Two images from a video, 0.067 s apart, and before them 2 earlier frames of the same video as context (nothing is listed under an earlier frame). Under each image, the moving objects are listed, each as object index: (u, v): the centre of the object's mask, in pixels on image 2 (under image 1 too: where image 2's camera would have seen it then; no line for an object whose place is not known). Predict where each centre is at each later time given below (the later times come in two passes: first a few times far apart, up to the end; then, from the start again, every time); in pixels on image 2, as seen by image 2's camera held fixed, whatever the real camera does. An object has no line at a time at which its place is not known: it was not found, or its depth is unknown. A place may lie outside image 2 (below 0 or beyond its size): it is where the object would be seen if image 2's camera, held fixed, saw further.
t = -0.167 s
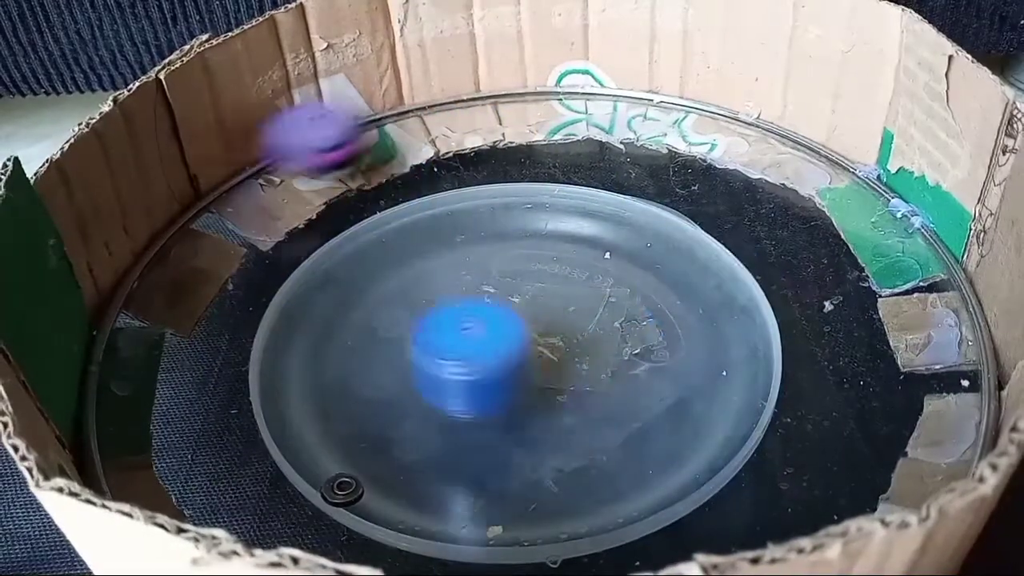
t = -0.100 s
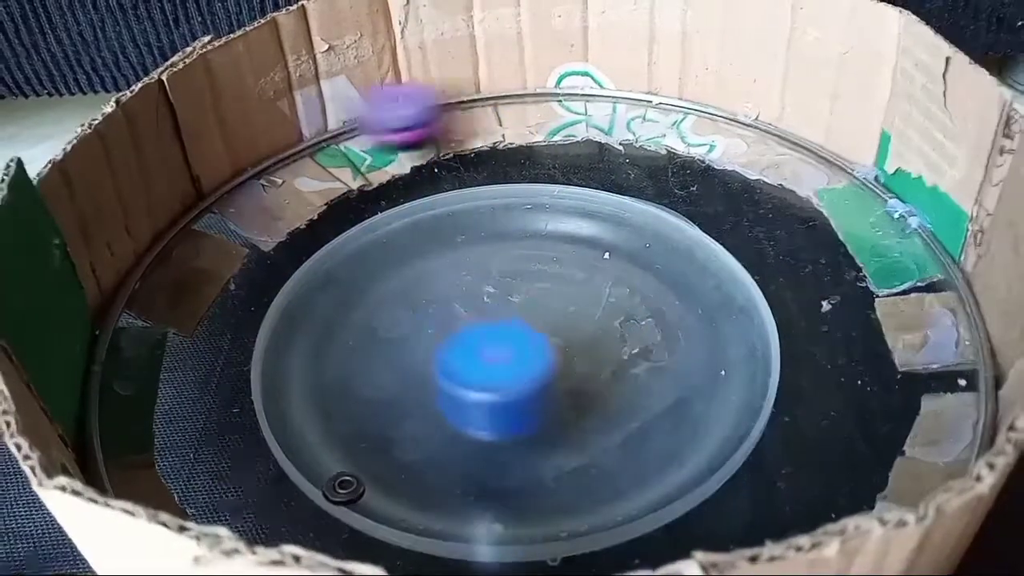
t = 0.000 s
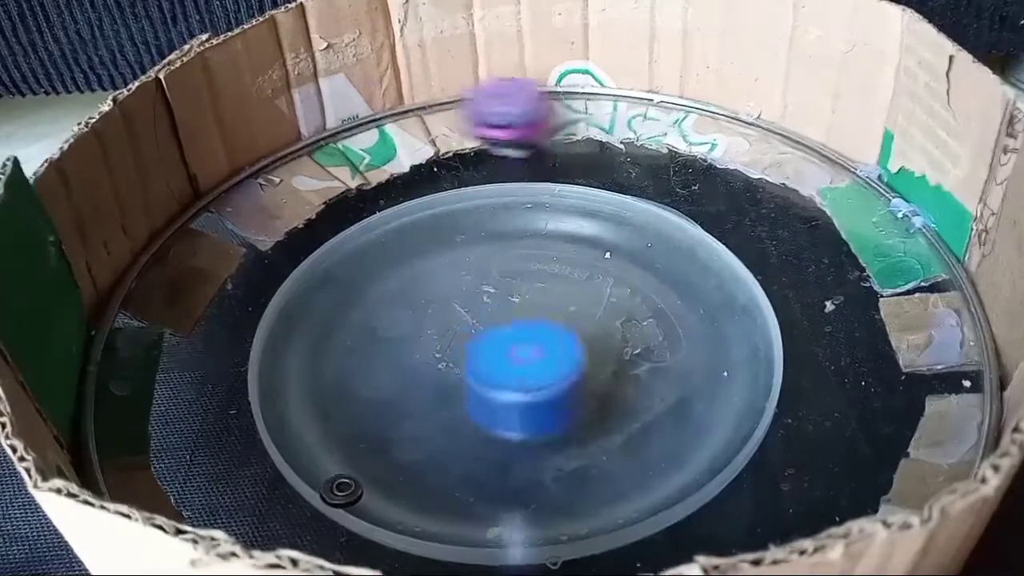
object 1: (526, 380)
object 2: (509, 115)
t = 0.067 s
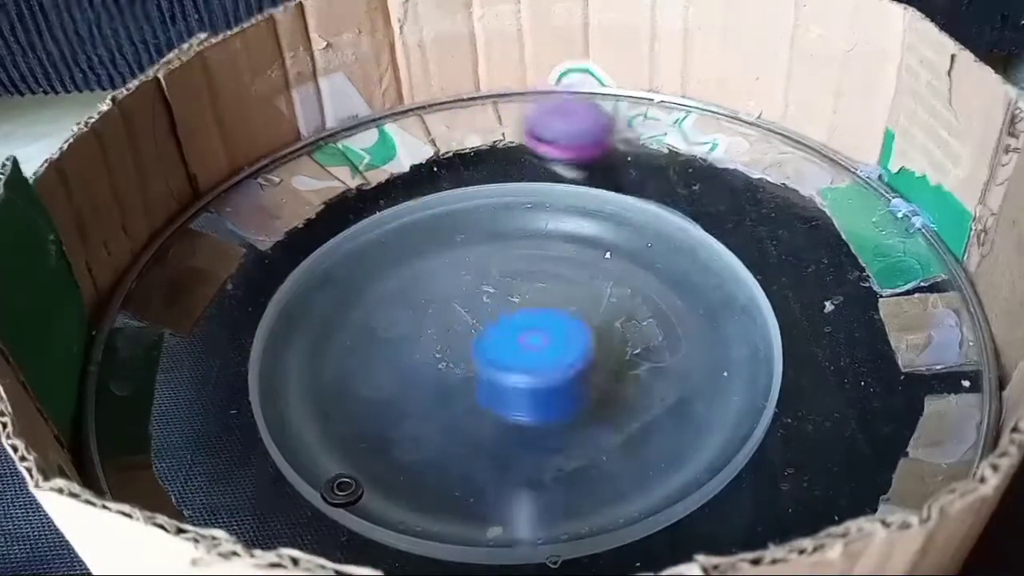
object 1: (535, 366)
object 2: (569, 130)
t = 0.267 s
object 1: (542, 309)
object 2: (654, 242)
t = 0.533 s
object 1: (428, 298)
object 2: (534, 372)
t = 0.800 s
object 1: (400, 268)
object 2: (399, 365)
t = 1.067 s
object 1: (389, 248)
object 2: (476, 308)
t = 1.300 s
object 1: (415, 261)
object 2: (581, 300)
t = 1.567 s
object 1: (503, 266)
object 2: (601, 337)
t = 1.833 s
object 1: (515, 271)
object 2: (600, 330)
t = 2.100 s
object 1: (496, 264)
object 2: (584, 314)
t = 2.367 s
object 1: (485, 300)
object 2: (604, 293)
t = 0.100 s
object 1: (537, 357)
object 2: (590, 144)
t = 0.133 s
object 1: (538, 346)
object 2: (611, 158)
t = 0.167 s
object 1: (537, 334)
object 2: (627, 176)
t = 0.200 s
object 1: (537, 323)
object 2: (640, 195)
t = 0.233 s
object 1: (540, 316)
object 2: (650, 219)
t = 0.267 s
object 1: (542, 309)
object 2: (654, 242)
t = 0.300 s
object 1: (540, 302)
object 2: (652, 268)
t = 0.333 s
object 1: (519, 291)
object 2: (653, 287)
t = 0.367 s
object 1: (497, 287)
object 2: (647, 306)
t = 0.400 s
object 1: (476, 286)
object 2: (637, 323)
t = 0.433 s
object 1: (461, 288)
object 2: (617, 340)
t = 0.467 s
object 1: (445, 290)
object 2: (591, 355)
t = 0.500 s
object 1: (433, 294)
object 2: (564, 364)
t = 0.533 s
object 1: (428, 298)
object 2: (534, 372)
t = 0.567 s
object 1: (426, 300)
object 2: (506, 375)
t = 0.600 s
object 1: (425, 298)
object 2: (479, 377)
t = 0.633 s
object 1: (420, 293)
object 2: (468, 383)
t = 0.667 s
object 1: (413, 287)
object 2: (453, 386)
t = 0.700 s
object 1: (410, 282)
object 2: (436, 386)
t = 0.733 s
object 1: (407, 277)
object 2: (421, 380)
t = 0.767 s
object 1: (403, 273)
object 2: (407, 373)
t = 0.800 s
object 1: (400, 268)
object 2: (399, 365)
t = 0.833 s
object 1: (397, 263)
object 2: (397, 357)
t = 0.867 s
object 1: (394, 257)
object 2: (399, 347)
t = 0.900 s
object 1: (390, 251)
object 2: (406, 339)
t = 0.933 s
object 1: (385, 246)
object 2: (416, 331)
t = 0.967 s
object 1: (381, 243)
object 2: (427, 324)
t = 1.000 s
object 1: (381, 244)
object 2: (443, 317)
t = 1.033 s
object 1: (384, 246)
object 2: (461, 313)
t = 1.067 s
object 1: (389, 248)
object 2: (476, 308)
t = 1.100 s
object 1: (396, 251)
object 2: (491, 304)
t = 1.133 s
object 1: (406, 255)
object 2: (504, 301)
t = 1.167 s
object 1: (410, 259)
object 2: (517, 298)
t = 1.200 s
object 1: (409, 260)
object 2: (538, 295)
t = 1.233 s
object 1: (408, 260)
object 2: (554, 294)
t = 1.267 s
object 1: (410, 260)
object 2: (569, 296)
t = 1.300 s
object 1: (415, 261)
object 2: (581, 300)
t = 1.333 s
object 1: (421, 261)
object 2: (594, 305)
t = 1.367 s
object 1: (430, 262)
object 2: (596, 310)
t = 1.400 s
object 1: (439, 262)
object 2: (596, 316)
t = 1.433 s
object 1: (452, 262)
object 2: (593, 323)
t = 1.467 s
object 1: (471, 266)
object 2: (585, 326)
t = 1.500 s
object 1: (490, 270)
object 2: (578, 327)
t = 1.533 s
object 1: (500, 268)
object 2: (588, 333)
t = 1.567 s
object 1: (503, 266)
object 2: (601, 337)
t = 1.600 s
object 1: (506, 264)
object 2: (607, 339)
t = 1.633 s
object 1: (508, 265)
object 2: (607, 338)
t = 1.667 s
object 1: (510, 266)
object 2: (605, 335)
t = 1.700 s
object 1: (511, 269)
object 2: (602, 332)
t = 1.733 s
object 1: (513, 271)
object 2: (596, 329)
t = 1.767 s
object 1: (514, 271)
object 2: (598, 330)
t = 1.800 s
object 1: (514, 270)
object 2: (601, 331)
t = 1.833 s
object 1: (515, 271)
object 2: (600, 330)
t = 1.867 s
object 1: (515, 271)
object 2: (595, 328)
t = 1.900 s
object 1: (513, 270)
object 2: (593, 328)
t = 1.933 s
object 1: (510, 270)
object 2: (591, 327)
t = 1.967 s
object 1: (509, 269)
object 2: (588, 326)
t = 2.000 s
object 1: (504, 268)
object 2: (587, 324)
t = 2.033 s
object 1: (501, 267)
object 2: (583, 321)
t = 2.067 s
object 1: (497, 266)
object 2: (584, 318)
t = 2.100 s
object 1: (496, 264)
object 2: (584, 314)
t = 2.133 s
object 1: (494, 263)
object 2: (585, 310)
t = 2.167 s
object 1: (493, 264)
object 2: (587, 307)
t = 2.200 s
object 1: (486, 269)
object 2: (595, 305)
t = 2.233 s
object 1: (475, 273)
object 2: (599, 303)
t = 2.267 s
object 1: (473, 278)
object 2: (600, 301)
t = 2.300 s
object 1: (480, 285)
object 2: (599, 299)
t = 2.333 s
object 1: (483, 295)
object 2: (600, 297)
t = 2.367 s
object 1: (485, 300)
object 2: (604, 293)
